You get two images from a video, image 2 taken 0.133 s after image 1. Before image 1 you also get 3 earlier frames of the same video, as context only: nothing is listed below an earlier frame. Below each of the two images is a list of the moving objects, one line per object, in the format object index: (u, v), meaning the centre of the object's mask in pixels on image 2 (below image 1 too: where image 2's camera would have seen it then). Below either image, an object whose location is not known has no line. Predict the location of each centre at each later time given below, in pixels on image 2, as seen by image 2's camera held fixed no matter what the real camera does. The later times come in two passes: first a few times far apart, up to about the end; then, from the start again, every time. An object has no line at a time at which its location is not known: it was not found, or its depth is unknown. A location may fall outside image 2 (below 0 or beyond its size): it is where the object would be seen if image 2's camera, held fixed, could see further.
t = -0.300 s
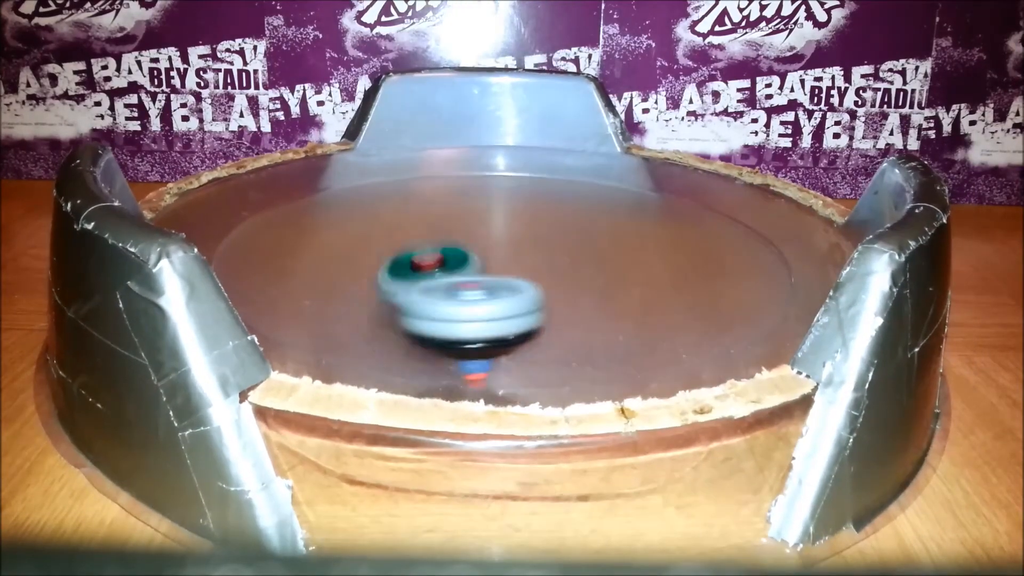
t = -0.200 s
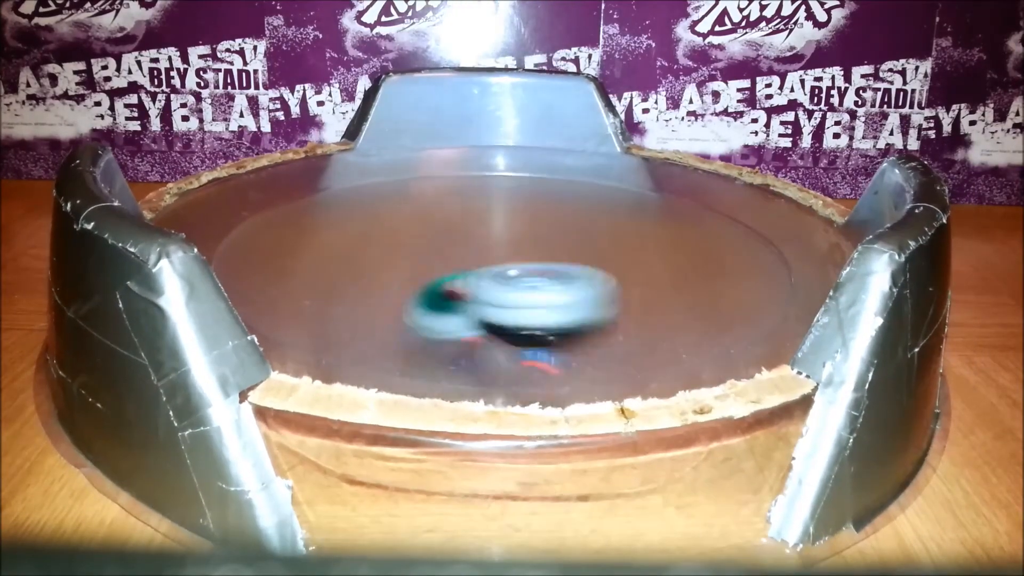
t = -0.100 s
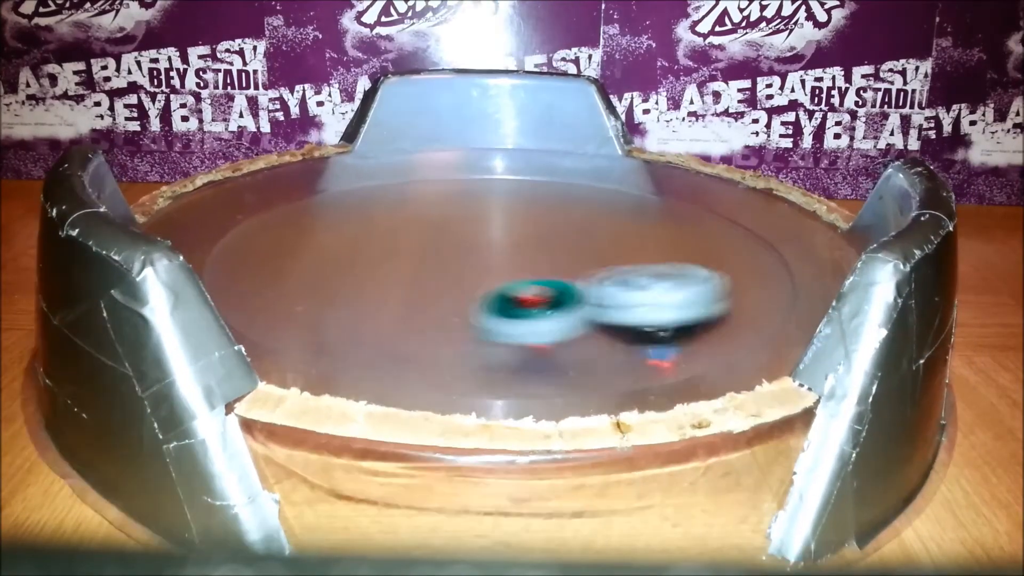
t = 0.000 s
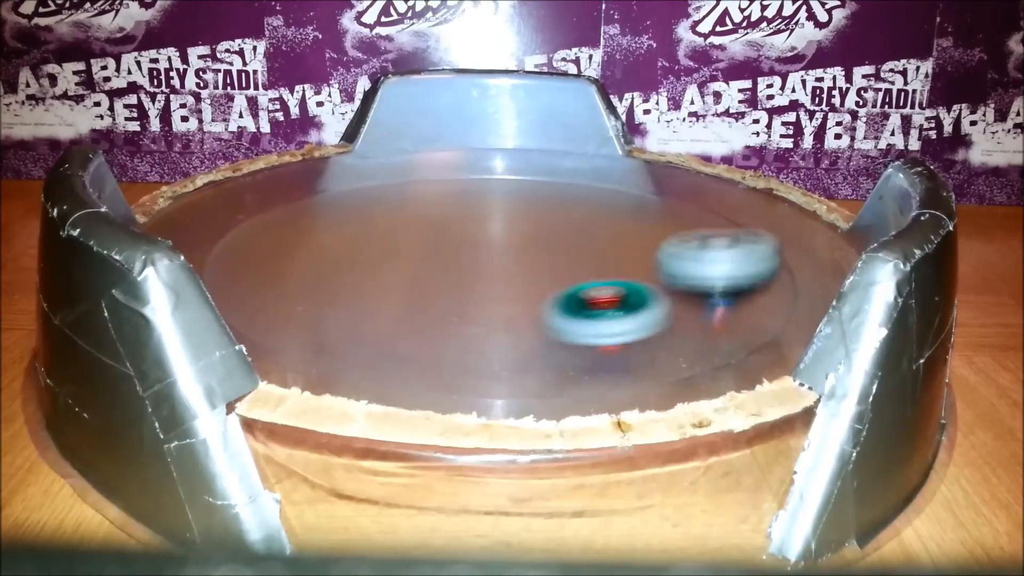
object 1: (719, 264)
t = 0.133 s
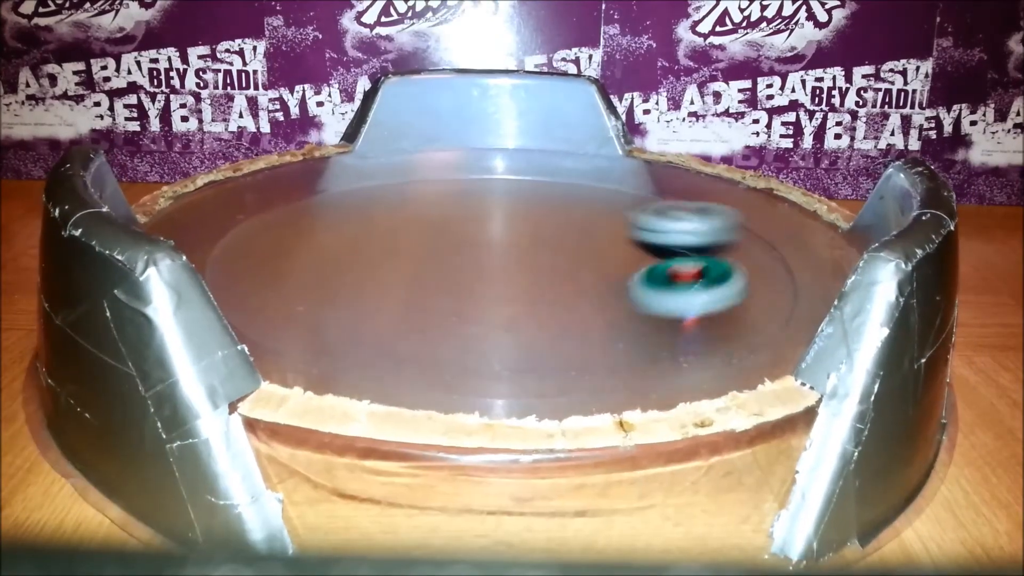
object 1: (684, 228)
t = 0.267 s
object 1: (551, 211)
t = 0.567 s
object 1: (252, 223)
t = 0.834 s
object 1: (371, 300)
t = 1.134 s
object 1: (564, 262)
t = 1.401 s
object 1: (392, 247)
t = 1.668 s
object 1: (416, 271)
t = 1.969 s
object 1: (514, 249)
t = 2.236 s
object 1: (486, 212)
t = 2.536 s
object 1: (440, 221)
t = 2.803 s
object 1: (497, 250)
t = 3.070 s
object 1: (571, 245)
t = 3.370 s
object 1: (581, 235)
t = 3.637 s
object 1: (557, 244)
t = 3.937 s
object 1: (539, 270)
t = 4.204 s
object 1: (553, 280)
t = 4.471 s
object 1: (543, 275)
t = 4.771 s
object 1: (477, 263)
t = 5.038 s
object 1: (438, 269)
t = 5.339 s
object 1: (461, 269)
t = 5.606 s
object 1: (489, 251)
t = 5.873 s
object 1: (473, 229)
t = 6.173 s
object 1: (431, 232)
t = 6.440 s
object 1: (479, 265)
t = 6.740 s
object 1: (574, 239)
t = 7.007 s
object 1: (518, 195)
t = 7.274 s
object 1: (430, 227)
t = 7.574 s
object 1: (434, 300)
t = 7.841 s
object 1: (603, 320)
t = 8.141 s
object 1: (639, 283)
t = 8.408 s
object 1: (625, 264)
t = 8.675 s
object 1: (561, 248)
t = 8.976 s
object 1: (454, 249)
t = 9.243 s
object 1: (449, 268)
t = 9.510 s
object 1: (496, 266)
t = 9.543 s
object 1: (500, 264)
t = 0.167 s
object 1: (657, 223)
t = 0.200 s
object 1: (625, 220)
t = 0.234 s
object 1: (587, 219)
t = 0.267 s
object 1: (551, 211)
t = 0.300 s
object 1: (511, 208)
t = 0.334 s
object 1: (471, 207)
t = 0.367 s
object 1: (434, 206)
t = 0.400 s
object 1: (395, 206)
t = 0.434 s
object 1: (362, 207)
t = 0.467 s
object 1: (327, 209)
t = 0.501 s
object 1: (299, 212)
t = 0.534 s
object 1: (275, 216)
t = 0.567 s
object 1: (252, 223)
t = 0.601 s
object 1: (237, 229)
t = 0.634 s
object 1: (228, 237)
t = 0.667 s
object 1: (228, 244)
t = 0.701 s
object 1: (250, 262)
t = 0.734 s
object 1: (275, 275)
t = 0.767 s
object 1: (306, 286)
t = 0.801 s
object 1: (338, 294)
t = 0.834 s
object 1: (371, 300)
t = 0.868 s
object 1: (405, 306)
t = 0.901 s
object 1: (441, 308)
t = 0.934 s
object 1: (478, 308)
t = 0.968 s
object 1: (510, 305)
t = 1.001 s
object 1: (538, 299)
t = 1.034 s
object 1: (559, 290)
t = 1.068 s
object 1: (572, 281)
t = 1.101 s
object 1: (571, 271)
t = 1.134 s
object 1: (564, 262)
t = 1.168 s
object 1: (555, 252)
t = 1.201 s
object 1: (545, 242)
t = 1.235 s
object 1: (516, 240)
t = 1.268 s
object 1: (478, 245)
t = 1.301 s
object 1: (446, 248)
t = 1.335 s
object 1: (423, 247)
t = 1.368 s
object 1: (404, 247)
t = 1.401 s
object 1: (392, 247)
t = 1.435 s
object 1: (383, 249)
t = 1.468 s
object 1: (380, 251)
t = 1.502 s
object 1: (379, 254)
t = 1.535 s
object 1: (381, 258)
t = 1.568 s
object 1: (386, 262)
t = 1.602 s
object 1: (394, 265)
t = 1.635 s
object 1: (404, 268)
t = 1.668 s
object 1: (416, 271)
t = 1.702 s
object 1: (428, 272)
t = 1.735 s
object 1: (441, 272)
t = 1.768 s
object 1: (455, 273)
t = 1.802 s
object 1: (468, 271)
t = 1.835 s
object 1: (480, 269)
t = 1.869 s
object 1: (491, 265)
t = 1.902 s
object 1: (501, 261)
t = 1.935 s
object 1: (509, 255)
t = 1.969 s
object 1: (514, 249)
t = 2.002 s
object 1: (517, 244)
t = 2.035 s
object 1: (517, 238)
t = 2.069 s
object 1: (515, 232)
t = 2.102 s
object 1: (511, 228)
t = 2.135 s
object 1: (506, 223)
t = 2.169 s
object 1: (500, 218)
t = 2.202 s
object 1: (493, 213)
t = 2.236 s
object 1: (486, 212)
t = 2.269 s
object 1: (479, 210)
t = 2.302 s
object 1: (471, 208)
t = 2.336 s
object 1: (464, 207)
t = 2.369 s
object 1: (457, 208)
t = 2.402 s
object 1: (451, 209)
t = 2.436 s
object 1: (447, 211)
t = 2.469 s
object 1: (443, 214)
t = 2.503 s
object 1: (441, 217)
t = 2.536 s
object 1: (440, 221)
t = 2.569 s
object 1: (441, 224)
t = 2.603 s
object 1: (444, 230)
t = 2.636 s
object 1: (450, 234)
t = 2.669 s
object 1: (458, 238)
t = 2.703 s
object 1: (466, 243)
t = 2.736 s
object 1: (476, 246)
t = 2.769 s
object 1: (486, 248)
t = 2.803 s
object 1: (497, 250)
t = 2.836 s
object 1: (510, 250)
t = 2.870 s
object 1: (521, 248)
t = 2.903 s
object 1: (531, 249)
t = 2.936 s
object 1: (540, 249)
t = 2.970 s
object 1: (549, 250)
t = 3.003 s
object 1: (558, 249)
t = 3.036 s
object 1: (565, 247)
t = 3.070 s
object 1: (571, 245)
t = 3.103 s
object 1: (576, 244)
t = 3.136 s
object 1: (580, 242)
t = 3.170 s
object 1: (582, 241)
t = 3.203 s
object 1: (584, 239)
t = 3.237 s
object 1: (585, 238)
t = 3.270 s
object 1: (585, 237)
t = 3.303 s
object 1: (585, 236)
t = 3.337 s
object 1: (583, 236)
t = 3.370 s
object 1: (581, 235)
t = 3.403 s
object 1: (579, 235)
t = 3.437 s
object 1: (577, 236)
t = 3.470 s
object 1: (574, 237)
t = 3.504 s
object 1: (571, 238)
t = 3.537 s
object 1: (568, 239)
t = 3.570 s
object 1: (564, 241)
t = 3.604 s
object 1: (560, 242)
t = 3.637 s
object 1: (557, 244)
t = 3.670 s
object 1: (553, 247)
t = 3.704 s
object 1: (548, 249)
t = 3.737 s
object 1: (545, 252)
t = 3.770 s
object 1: (542, 255)
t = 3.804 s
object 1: (539, 257)
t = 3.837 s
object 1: (538, 258)
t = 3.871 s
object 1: (537, 262)
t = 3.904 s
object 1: (538, 267)
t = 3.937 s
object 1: (539, 270)
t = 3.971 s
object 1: (540, 273)
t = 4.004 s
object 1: (542, 275)
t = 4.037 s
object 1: (544, 277)
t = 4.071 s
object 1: (547, 278)
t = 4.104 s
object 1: (549, 279)
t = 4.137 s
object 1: (551, 280)
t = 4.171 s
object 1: (552, 280)
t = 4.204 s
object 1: (553, 280)
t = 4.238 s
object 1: (554, 280)
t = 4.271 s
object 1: (554, 279)
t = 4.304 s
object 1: (554, 278)
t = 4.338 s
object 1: (553, 278)
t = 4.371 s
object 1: (552, 277)
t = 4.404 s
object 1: (550, 276)
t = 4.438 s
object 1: (547, 275)
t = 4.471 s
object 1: (543, 275)
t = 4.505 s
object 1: (538, 273)
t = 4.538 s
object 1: (532, 272)
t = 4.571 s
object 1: (526, 270)
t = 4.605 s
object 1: (519, 270)
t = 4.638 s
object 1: (510, 269)
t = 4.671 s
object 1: (502, 267)
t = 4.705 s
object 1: (494, 267)
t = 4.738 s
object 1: (485, 266)
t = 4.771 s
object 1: (477, 263)
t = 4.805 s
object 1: (468, 265)
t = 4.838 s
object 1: (461, 266)
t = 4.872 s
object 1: (455, 266)
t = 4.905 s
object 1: (449, 267)
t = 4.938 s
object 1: (444, 267)
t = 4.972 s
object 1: (441, 268)
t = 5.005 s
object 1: (439, 268)
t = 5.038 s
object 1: (438, 269)
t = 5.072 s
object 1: (437, 269)
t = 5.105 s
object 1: (437, 270)
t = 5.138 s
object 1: (439, 270)
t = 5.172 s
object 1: (442, 270)
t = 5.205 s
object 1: (445, 271)
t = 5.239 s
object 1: (448, 271)
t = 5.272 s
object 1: (453, 270)
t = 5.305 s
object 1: (457, 269)
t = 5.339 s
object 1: (461, 269)
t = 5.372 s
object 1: (465, 268)
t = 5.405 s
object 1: (469, 267)
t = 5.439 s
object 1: (474, 266)
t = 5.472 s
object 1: (478, 264)
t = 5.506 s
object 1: (482, 261)
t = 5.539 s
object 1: (486, 259)
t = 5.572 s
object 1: (488, 255)
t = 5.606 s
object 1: (489, 251)
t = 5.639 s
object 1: (490, 247)
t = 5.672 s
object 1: (489, 243)
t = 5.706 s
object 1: (488, 240)
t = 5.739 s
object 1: (486, 237)
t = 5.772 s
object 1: (483, 234)
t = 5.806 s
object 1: (479, 232)
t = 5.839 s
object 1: (476, 230)
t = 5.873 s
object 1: (473, 229)
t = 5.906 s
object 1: (470, 227)
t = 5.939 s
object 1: (467, 226)
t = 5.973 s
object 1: (465, 226)
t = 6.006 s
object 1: (464, 225)
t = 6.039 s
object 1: (462, 226)
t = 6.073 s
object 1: (461, 226)
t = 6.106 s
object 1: (450, 227)
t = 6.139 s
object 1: (438, 230)
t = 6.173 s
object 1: (431, 232)
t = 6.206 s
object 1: (428, 235)
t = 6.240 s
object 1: (428, 240)
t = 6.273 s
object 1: (430, 245)
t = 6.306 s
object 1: (435, 250)
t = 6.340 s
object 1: (443, 255)
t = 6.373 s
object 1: (453, 259)
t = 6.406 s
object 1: (466, 263)
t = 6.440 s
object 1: (479, 265)
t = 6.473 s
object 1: (495, 267)
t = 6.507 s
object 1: (511, 267)
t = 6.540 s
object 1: (526, 266)
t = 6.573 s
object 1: (541, 263)
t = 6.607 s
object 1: (554, 260)
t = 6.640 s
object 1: (563, 256)
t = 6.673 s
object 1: (569, 252)
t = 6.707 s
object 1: (574, 245)
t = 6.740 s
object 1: (574, 239)
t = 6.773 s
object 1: (575, 230)
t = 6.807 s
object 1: (577, 222)
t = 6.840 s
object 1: (572, 212)
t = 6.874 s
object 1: (565, 208)
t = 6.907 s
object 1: (555, 201)
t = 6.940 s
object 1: (544, 198)
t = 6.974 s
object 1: (531, 196)
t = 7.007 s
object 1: (518, 195)
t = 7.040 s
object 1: (505, 195)
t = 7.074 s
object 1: (493, 197)
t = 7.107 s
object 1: (481, 200)
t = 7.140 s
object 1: (472, 203)
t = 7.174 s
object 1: (463, 209)
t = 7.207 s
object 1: (456, 215)
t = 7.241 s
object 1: (451, 221)
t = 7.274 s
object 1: (430, 227)
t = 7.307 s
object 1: (415, 234)
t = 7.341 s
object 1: (406, 241)
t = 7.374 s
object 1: (404, 249)
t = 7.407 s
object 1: (407, 257)
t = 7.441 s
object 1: (409, 263)
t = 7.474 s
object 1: (405, 277)
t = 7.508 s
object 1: (408, 285)
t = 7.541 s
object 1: (418, 294)
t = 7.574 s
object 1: (434, 300)
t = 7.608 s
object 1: (460, 305)
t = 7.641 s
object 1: (481, 311)
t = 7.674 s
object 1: (503, 315)
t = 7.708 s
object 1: (524, 320)
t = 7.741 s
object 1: (544, 322)
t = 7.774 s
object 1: (564, 323)
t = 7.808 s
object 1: (584, 323)
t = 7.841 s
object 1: (603, 320)
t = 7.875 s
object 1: (619, 315)
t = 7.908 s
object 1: (632, 310)
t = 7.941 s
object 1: (642, 305)
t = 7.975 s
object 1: (644, 308)
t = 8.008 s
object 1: (649, 303)
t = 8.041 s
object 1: (650, 299)
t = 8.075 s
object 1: (650, 294)
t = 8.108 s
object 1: (646, 288)
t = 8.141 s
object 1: (639, 283)
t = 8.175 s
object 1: (630, 277)
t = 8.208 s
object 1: (617, 272)
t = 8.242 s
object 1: (602, 268)
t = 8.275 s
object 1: (585, 264)
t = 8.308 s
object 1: (591, 256)
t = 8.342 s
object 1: (608, 260)
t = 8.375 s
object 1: (619, 260)
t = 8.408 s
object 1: (625, 264)
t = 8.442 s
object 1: (625, 264)
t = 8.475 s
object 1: (620, 262)
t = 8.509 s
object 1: (613, 259)
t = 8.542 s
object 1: (605, 257)
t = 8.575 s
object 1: (596, 254)
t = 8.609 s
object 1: (584, 251)
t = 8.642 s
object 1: (573, 250)
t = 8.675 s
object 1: (561, 248)
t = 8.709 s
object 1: (547, 246)
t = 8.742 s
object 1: (534, 245)
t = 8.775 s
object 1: (521, 245)
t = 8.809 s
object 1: (509, 245)
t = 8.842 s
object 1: (498, 245)
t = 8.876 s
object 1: (486, 246)
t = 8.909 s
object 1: (474, 247)
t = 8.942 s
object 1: (463, 247)
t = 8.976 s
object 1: (454, 249)
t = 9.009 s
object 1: (446, 251)
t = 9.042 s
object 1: (440, 254)
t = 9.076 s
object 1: (437, 256)
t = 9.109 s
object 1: (435, 259)
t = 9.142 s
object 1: (437, 262)
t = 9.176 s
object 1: (440, 265)
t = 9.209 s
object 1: (444, 267)
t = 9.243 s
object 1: (449, 268)
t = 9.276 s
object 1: (455, 269)
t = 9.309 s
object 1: (462, 270)
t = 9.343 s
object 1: (468, 270)
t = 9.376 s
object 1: (474, 270)
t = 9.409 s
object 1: (480, 269)
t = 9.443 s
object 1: (486, 269)
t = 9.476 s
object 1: (491, 268)
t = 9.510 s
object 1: (496, 266)
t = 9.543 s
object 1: (500, 264)
